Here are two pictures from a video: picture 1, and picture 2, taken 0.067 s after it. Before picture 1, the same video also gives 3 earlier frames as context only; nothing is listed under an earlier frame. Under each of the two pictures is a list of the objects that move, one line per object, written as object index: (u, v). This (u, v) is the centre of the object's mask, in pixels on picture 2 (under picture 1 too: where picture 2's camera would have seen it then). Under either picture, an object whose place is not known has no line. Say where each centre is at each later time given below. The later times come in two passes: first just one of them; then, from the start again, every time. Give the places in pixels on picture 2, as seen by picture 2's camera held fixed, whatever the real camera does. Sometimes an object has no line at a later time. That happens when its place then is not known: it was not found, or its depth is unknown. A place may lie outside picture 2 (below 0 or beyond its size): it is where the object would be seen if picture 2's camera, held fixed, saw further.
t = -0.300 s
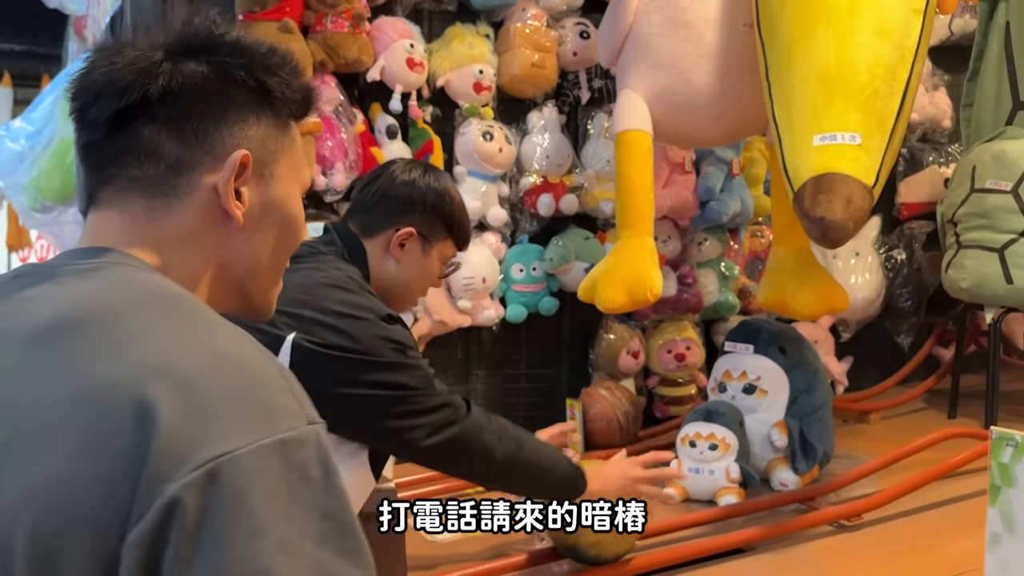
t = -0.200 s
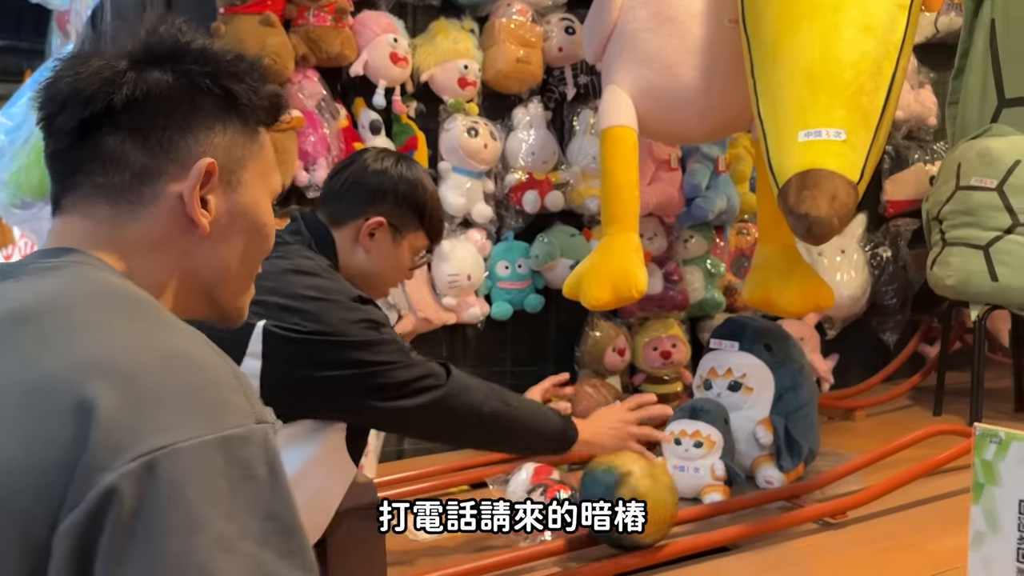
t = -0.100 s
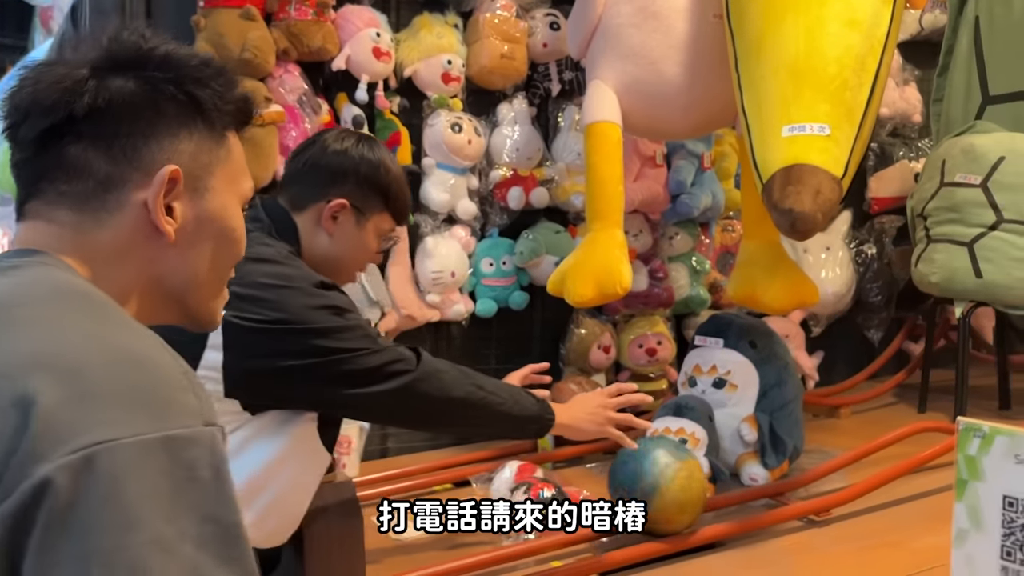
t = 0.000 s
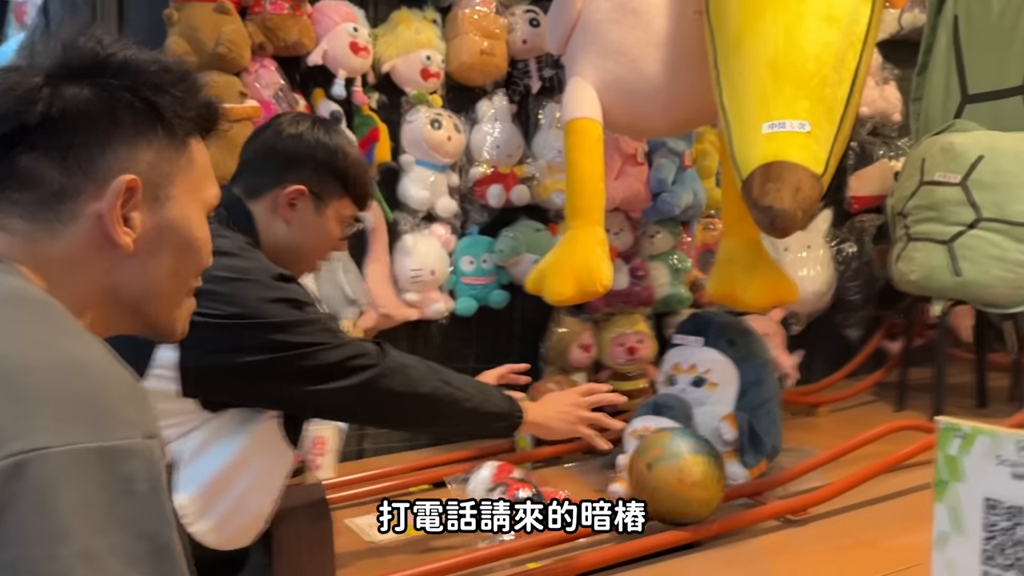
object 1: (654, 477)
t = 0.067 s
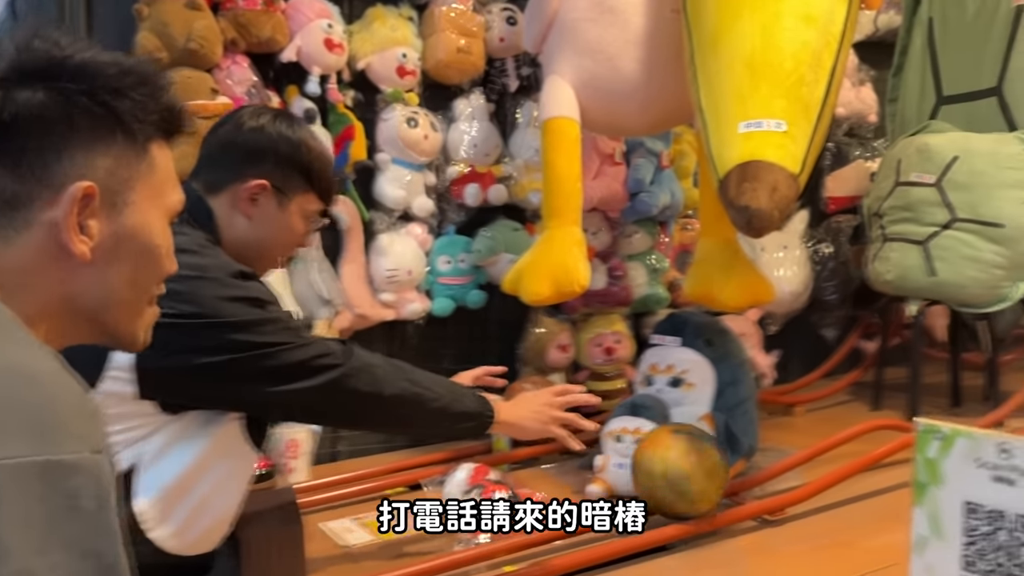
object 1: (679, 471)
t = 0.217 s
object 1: (731, 459)
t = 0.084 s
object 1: (685, 470)
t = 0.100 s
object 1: (691, 468)
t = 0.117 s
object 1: (698, 467)
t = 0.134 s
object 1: (704, 465)
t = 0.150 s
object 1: (709, 463)
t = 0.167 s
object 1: (714, 462)
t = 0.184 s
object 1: (720, 461)
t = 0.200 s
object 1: (725, 460)
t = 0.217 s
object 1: (731, 459)
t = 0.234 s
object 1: (737, 457)
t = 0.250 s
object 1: (741, 456)
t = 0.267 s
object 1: (747, 455)
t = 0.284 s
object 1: (752, 454)
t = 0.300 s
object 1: (757, 452)
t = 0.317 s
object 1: (762, 451)
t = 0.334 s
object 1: (768, 449)
